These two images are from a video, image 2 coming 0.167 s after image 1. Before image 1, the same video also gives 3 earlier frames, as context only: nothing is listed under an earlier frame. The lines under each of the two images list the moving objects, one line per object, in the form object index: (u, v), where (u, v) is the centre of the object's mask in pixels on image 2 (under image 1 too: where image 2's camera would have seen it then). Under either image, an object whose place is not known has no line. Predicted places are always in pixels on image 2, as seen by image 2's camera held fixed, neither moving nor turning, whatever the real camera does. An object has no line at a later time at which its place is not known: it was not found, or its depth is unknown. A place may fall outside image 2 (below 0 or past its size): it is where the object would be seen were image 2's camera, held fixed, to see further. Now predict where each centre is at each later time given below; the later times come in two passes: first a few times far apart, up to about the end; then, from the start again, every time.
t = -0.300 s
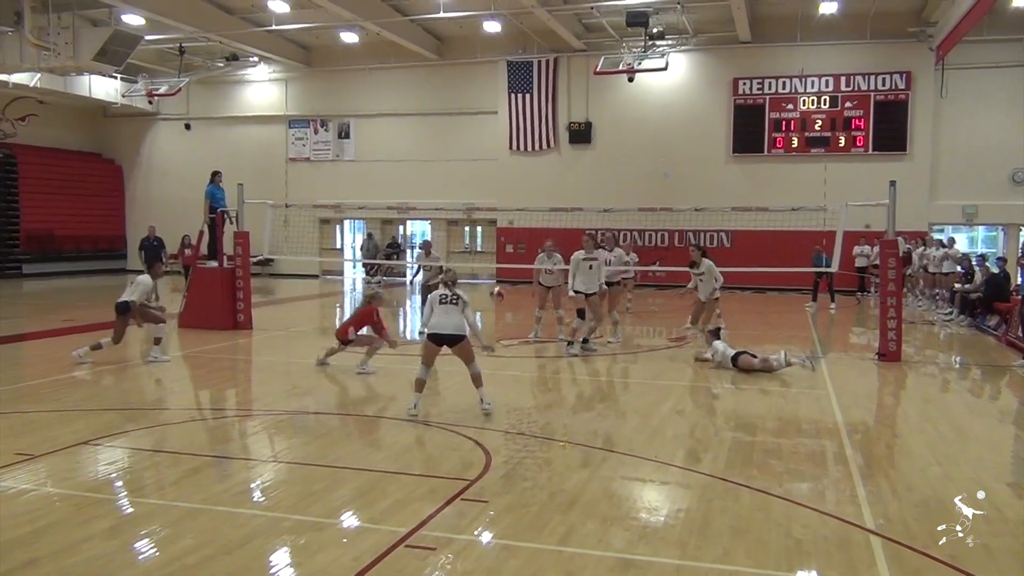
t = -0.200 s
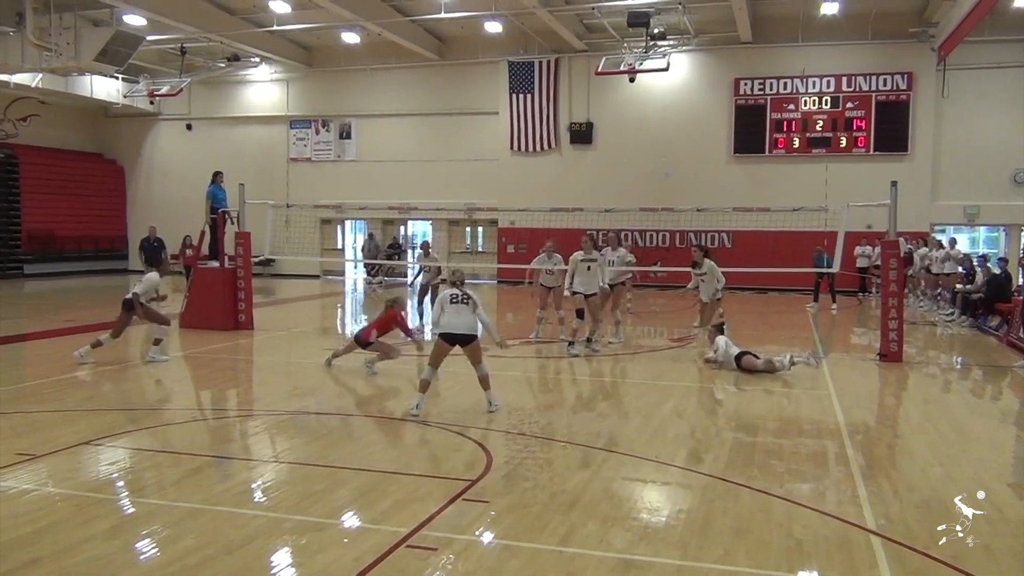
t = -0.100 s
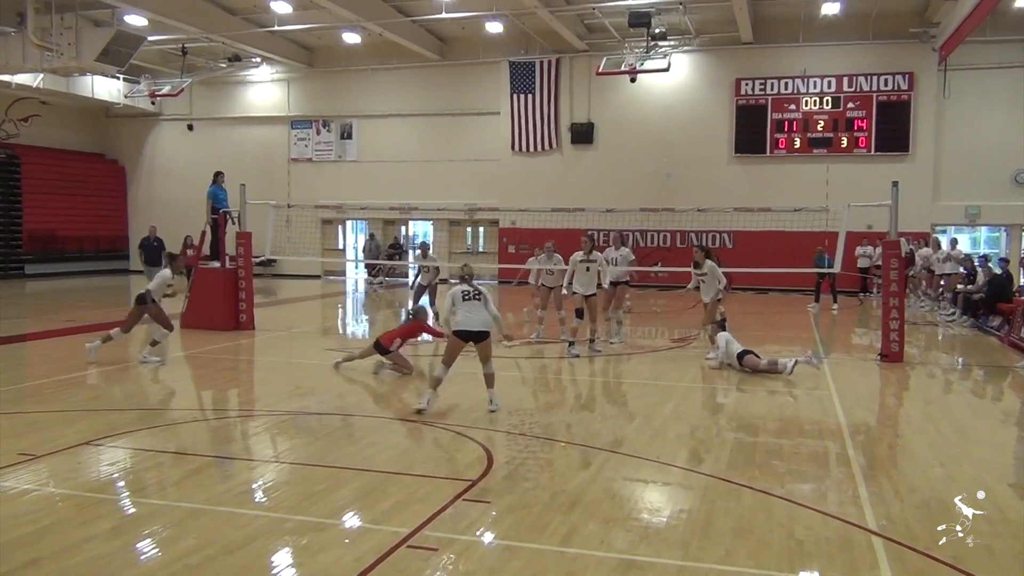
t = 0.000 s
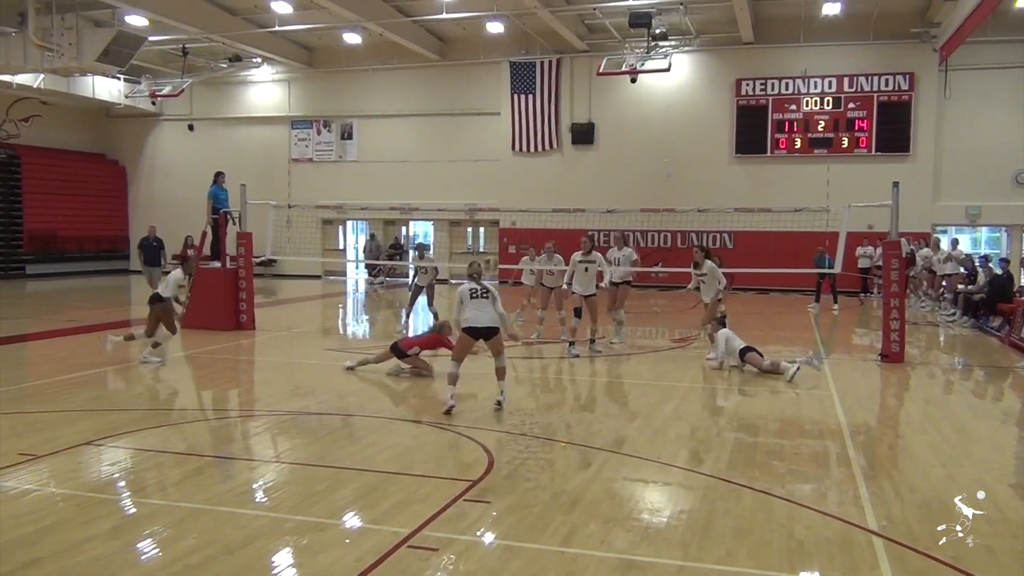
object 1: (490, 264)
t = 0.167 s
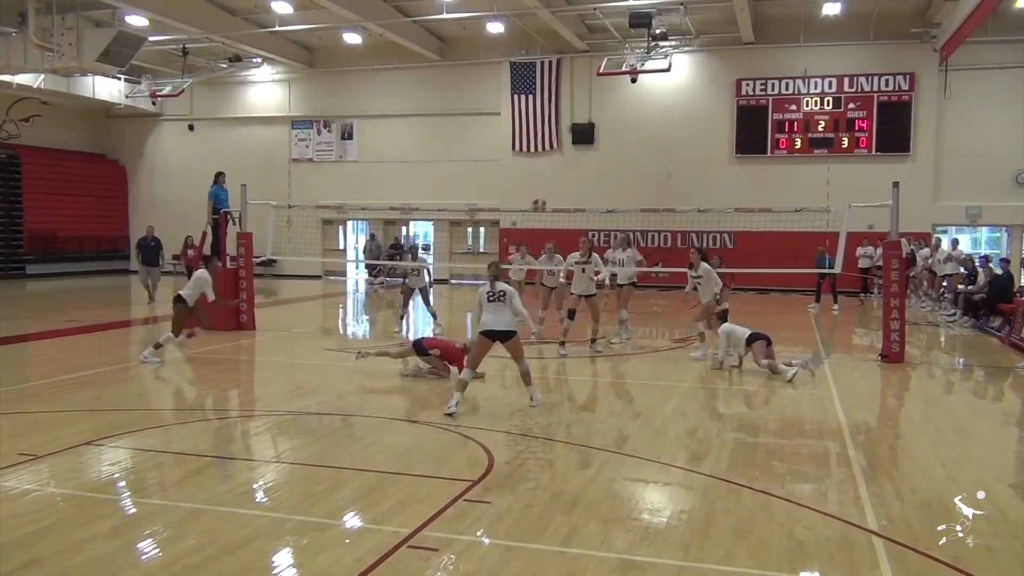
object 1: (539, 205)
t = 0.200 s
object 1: (548, 196)
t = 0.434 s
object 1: (607, 155)
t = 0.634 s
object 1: (649, 151)
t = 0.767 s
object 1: (675, 161)
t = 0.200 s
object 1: (548, 196)
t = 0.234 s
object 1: (557, 187)
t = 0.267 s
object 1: (566, 180)
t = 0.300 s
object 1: (574, 174)
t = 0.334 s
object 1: (582, 168)
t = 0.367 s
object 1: (590, 162)
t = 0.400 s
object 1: (598, 159)
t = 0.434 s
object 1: (607, 155)
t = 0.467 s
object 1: (613, 152)
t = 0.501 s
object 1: (621, 150)
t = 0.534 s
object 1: (628, 149)
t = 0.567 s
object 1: (635, 149)
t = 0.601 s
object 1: (642, 149)
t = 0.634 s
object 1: (649, 151)
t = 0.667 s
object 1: (656, 152)
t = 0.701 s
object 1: (662, 154)
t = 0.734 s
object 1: (669, 157)
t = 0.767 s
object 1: (675, 161)
